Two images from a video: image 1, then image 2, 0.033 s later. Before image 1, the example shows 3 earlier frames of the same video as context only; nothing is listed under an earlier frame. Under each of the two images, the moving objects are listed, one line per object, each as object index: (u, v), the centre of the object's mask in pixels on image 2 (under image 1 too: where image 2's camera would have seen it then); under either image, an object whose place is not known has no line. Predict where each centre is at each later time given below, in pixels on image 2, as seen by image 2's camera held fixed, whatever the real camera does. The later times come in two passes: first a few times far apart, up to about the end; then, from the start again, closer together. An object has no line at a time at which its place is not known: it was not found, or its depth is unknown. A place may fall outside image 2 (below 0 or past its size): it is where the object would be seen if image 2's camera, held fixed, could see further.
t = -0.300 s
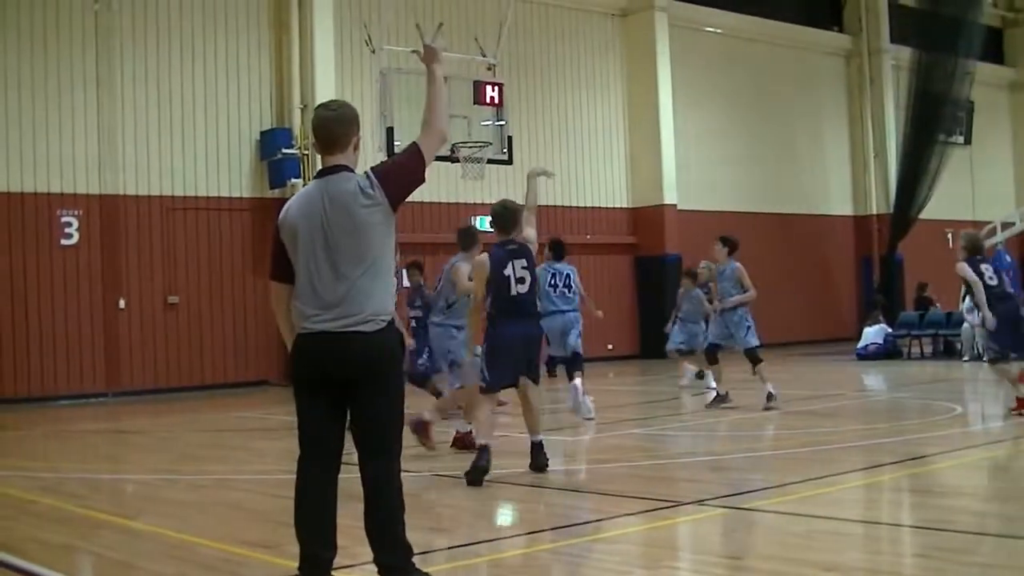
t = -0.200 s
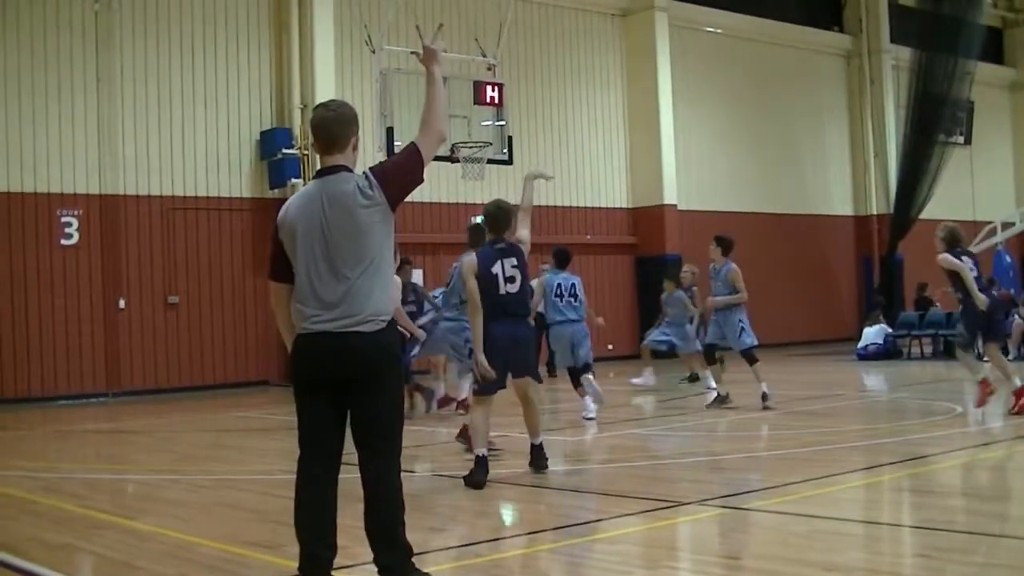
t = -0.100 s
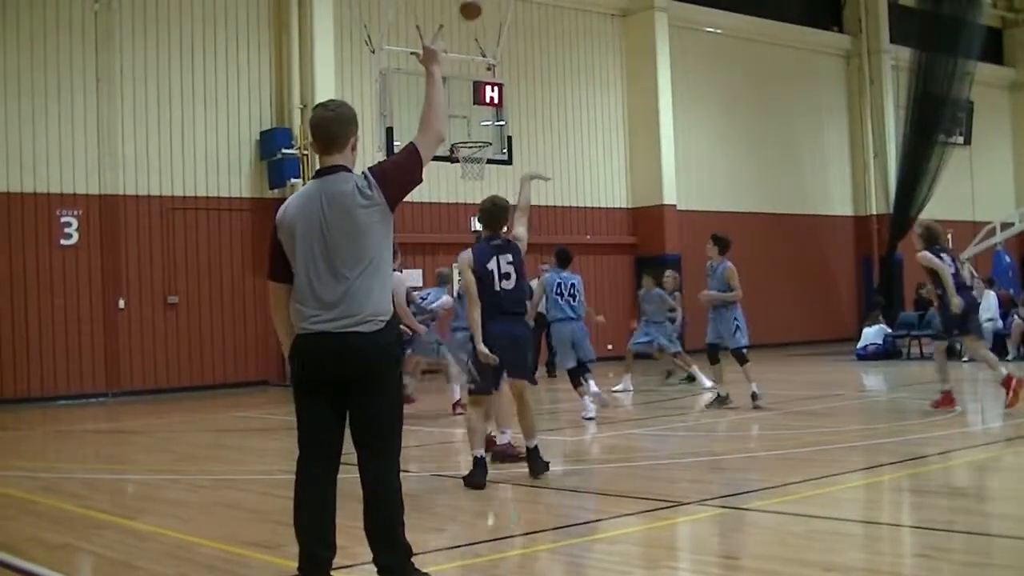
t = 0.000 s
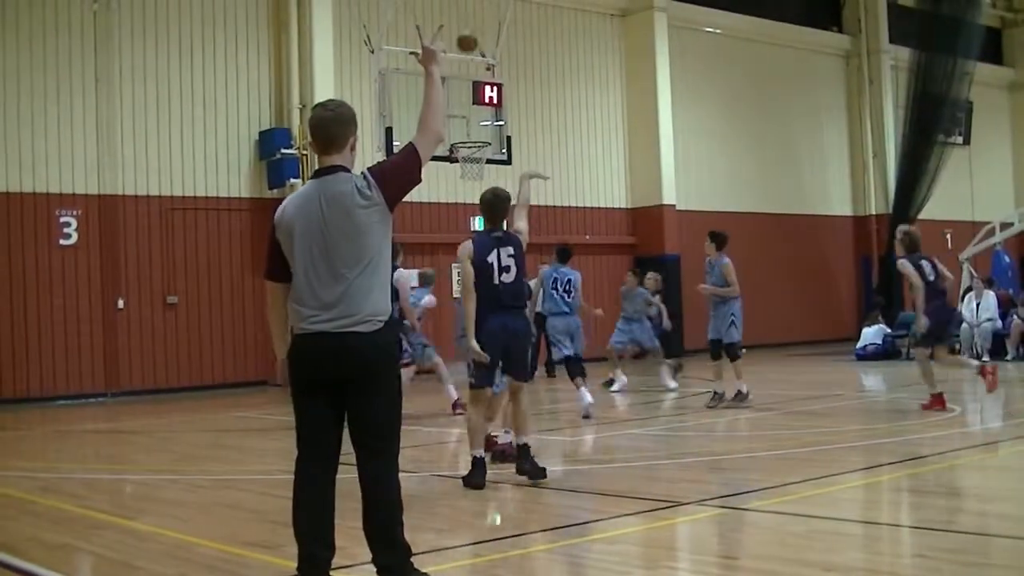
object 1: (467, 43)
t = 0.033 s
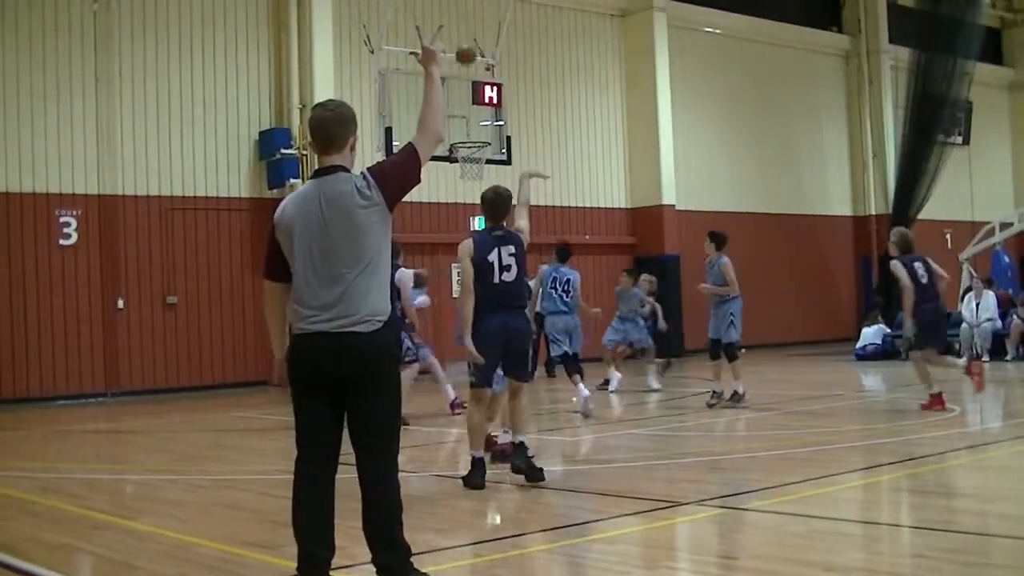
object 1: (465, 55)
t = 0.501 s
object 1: (535, 92)
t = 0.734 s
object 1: (597, 97)
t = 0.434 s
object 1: (519, 99)
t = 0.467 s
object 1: (526, 95)
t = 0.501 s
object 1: (535, 92)
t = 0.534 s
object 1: (543, 90)
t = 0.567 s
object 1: (551, 89)
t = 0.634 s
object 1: (570, 89)
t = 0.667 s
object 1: (579, 91)
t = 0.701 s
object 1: (587, 94)
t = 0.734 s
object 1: (597, 97)
